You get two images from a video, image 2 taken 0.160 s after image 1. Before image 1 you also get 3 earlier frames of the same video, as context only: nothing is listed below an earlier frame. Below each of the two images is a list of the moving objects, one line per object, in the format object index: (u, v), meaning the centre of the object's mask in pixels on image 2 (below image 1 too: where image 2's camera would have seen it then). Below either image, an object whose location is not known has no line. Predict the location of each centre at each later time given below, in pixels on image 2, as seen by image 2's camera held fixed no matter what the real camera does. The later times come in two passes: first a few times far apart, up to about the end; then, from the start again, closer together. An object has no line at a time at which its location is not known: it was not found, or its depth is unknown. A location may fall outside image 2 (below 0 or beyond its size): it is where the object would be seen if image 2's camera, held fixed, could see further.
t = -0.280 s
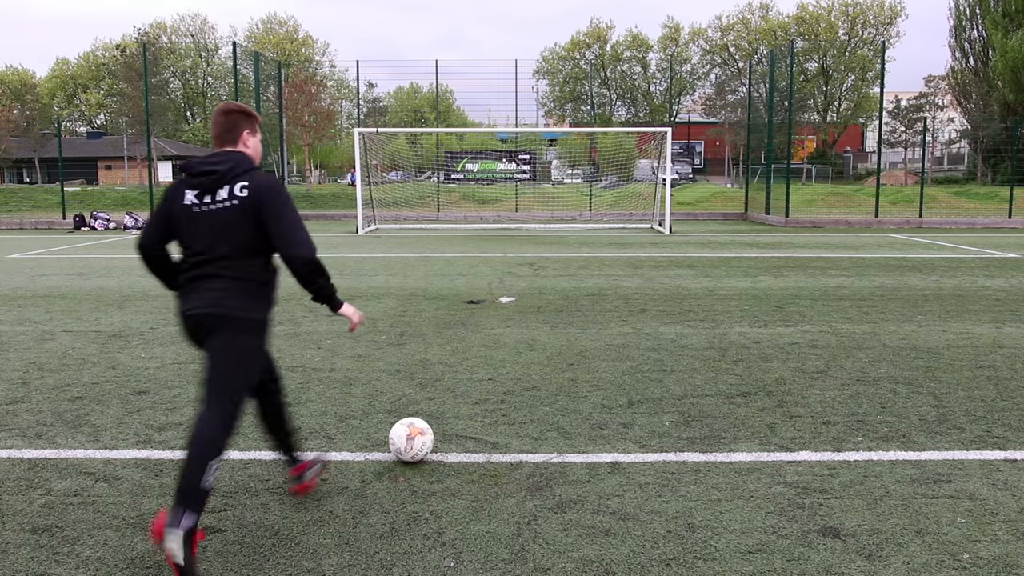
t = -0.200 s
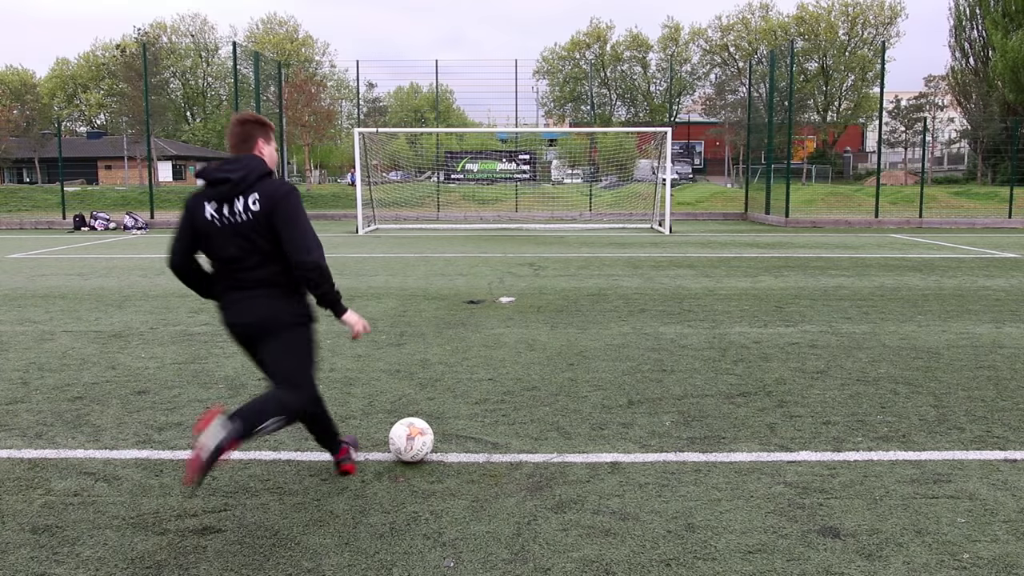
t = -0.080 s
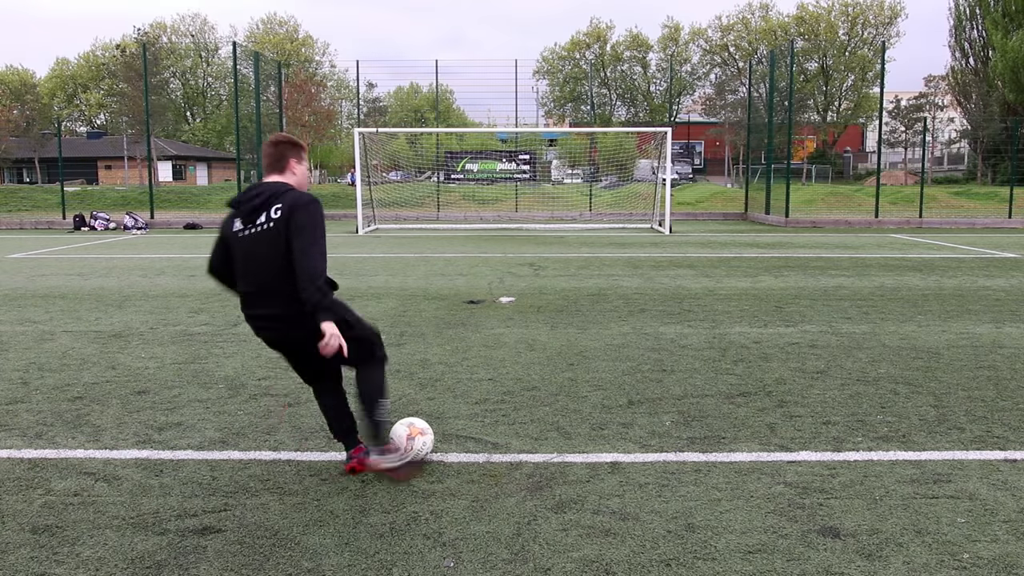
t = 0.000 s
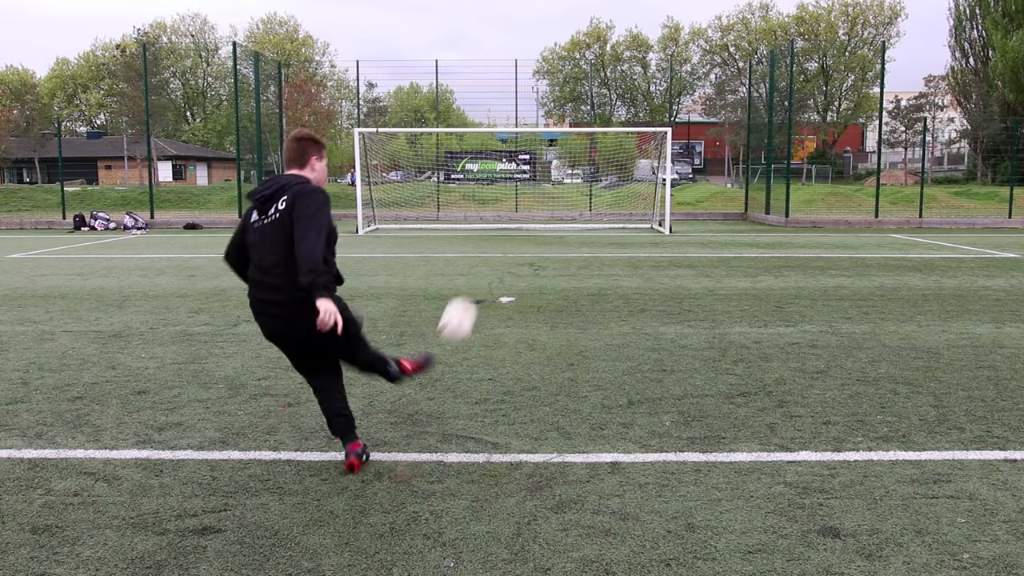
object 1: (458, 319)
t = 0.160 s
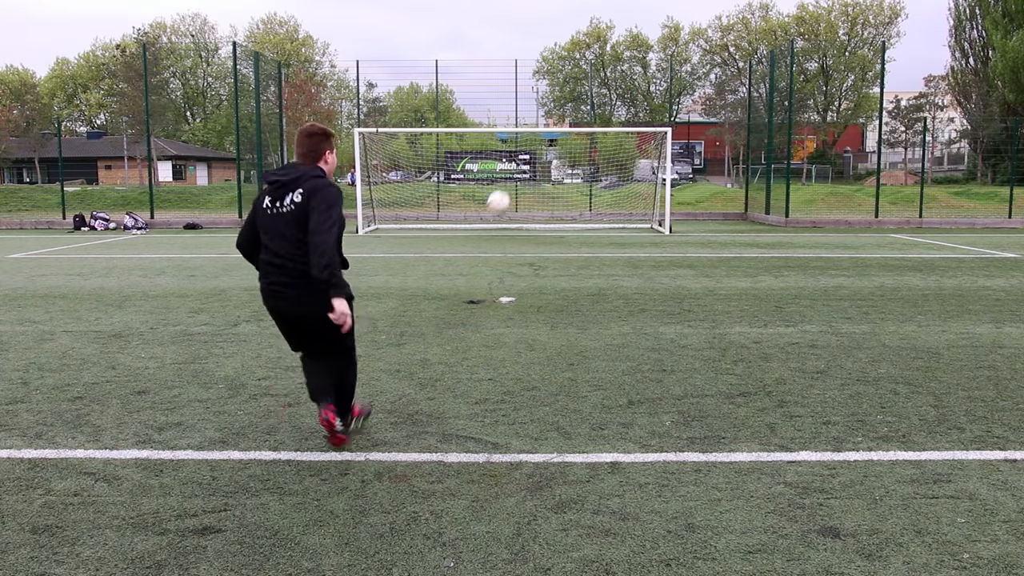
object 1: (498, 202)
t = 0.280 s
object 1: (507, 170)
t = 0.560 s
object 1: (504, 158)
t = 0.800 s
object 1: (492, 179)
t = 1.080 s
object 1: (490, 216)
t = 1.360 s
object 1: (494, 208)
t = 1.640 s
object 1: (496, 223)
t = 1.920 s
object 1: (501, 221)
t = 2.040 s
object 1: (503, 223)
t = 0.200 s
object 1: (502, 188)
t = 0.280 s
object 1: (507, 170)
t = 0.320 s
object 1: (507, 164)
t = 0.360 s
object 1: (509, 160)
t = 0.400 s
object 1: (508, 157)
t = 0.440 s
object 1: (508, 156)
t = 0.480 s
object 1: (507, 156)
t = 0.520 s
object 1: (506, 157)
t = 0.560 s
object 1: (504, 158)
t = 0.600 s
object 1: (503, 161)
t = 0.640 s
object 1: (501, 163)
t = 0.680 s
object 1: (499, 166)
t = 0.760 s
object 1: (494, 175)
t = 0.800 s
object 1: (492, 179)
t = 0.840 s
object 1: (490, 183)
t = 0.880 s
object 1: (487, 188)
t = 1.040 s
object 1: (487, 208)
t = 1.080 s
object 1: (490, 216)
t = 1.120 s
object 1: (492, 219)
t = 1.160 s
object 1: (492, 215)
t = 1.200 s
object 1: (493, 213)
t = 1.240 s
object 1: (493, 211)
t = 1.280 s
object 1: (493, 209)
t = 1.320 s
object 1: (494, 208)
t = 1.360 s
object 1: (494, 208)
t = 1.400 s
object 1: (494, 208)
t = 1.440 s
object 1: (494, 209)
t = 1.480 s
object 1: (495, 211)
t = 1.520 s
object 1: (495, 213)
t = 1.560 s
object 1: (496, 215)
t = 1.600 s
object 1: (496, 219)
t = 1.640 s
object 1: (496, 223)
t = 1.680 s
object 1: (497, 229)
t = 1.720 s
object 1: (497, 229)
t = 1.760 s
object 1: (497, 226)
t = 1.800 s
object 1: (498, 223)
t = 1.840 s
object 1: (499, 223)
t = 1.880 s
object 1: (500, 222)
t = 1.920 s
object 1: (501, 221)
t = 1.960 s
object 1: (501, 222)
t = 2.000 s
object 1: (502, 223)
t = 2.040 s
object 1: (503, 223)
